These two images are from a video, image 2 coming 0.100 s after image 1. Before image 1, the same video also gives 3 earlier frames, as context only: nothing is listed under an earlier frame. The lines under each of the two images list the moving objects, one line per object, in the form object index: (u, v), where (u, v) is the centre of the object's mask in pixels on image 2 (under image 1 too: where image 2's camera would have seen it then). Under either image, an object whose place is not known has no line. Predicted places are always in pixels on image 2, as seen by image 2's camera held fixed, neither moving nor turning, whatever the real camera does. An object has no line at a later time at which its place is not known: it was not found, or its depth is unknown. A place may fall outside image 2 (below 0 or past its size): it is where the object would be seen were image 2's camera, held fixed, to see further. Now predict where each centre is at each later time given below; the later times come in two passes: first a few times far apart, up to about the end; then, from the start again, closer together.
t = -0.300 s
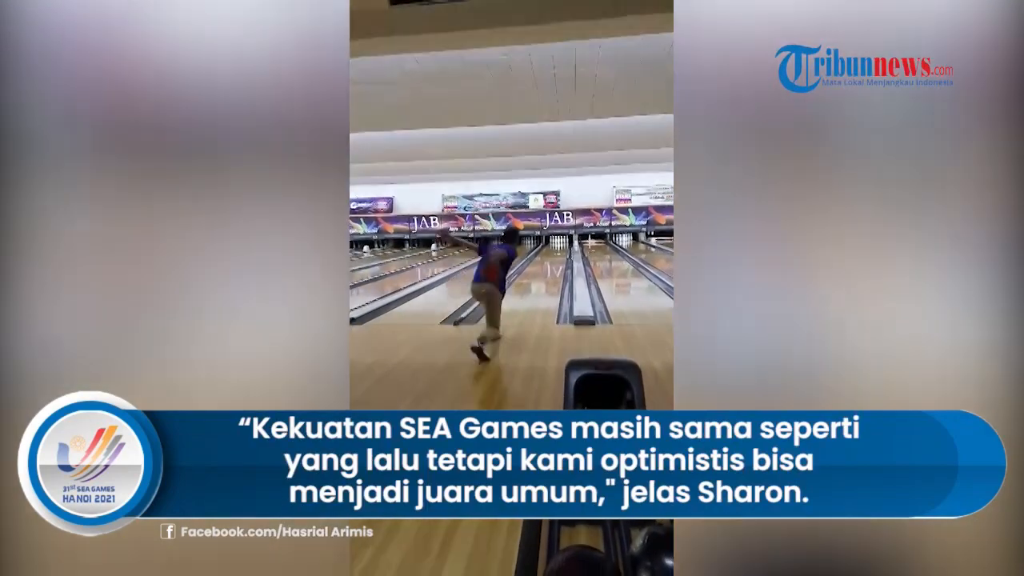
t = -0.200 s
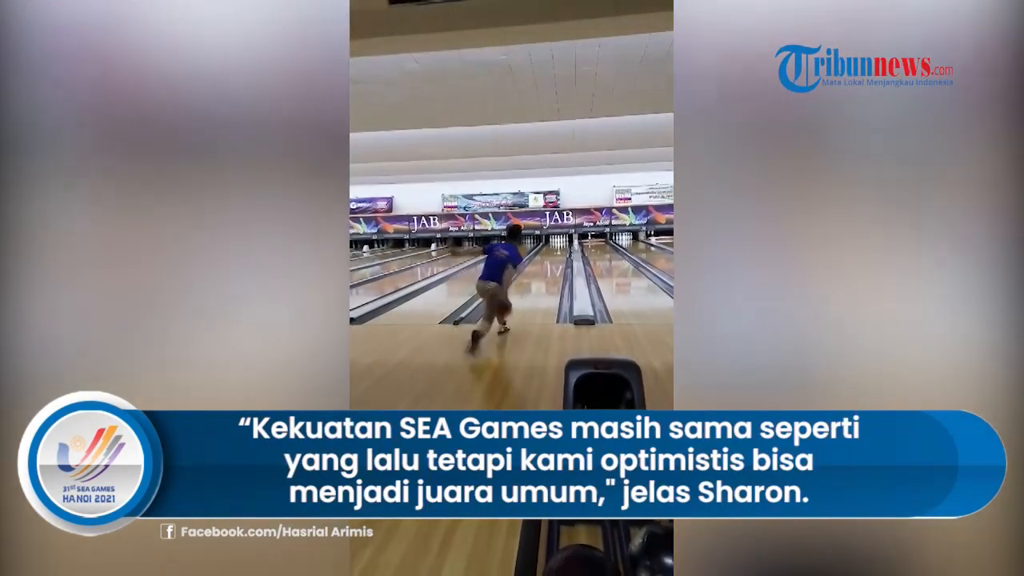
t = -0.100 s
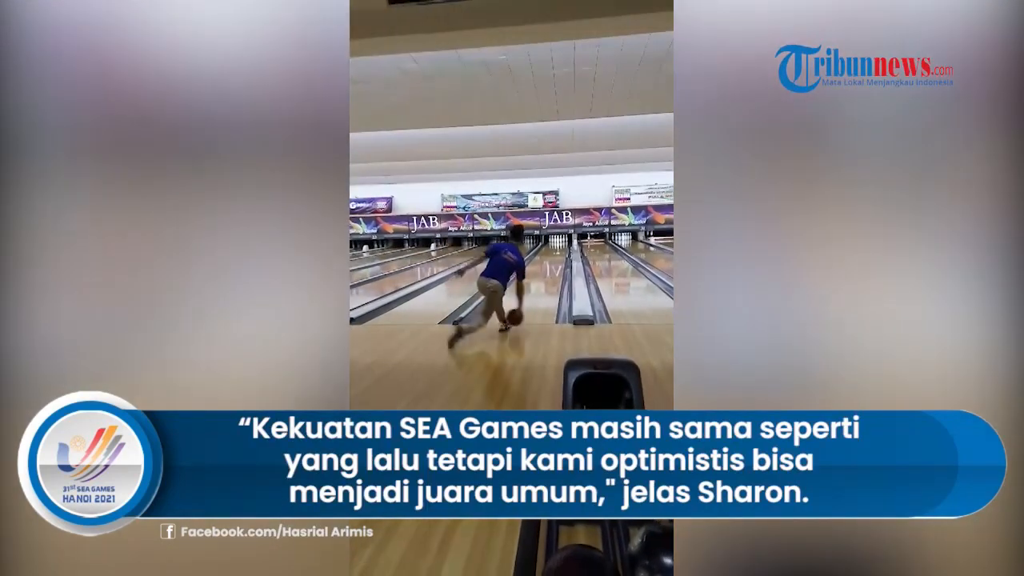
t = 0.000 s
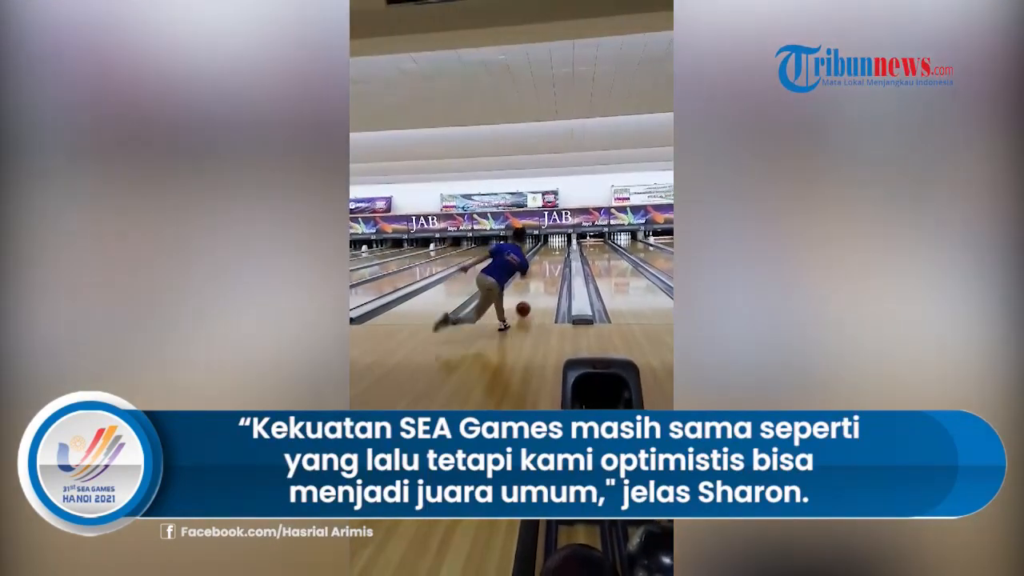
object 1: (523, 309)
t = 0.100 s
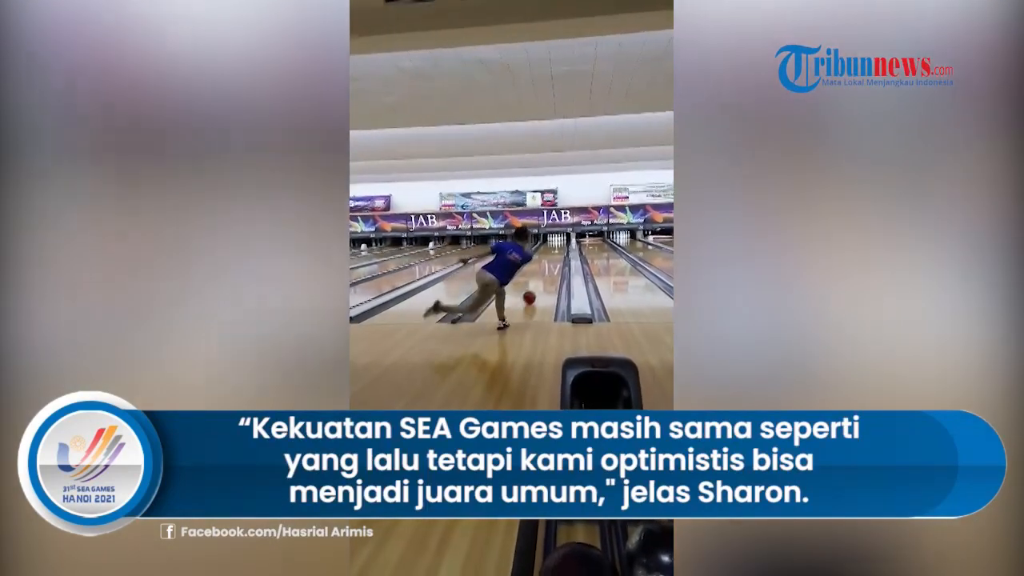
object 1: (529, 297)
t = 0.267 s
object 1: (539, 282)
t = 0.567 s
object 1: (548, 268)
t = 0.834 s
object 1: (551, 261)
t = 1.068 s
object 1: (551, 255)
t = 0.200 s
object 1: (534, 287)
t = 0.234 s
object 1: (536, 285)
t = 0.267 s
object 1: (539, 282)
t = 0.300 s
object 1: (544, 279)
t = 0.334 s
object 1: (545, 278)
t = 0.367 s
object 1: (546, 277)
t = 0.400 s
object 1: (546, 276)
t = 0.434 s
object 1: (546, 275)
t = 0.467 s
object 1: (547, 275)
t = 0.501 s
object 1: (547, 272)
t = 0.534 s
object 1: (547, 271)
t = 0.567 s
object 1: (548, 268)
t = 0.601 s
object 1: (549, 267)
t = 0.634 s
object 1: (549, 266)
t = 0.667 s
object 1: (550, 264)
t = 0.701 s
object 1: (550, 264)
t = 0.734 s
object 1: (551, 263)
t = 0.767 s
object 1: (551, 262)
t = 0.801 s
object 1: (551, 262)
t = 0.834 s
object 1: (551, 261)
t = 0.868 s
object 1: (552, 260)
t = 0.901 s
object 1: (552, 259)
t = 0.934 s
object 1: (552, 258)
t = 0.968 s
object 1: (552, 258)
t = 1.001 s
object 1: (552, 257)
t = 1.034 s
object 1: (552, 257)
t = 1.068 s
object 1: (551, 255)
